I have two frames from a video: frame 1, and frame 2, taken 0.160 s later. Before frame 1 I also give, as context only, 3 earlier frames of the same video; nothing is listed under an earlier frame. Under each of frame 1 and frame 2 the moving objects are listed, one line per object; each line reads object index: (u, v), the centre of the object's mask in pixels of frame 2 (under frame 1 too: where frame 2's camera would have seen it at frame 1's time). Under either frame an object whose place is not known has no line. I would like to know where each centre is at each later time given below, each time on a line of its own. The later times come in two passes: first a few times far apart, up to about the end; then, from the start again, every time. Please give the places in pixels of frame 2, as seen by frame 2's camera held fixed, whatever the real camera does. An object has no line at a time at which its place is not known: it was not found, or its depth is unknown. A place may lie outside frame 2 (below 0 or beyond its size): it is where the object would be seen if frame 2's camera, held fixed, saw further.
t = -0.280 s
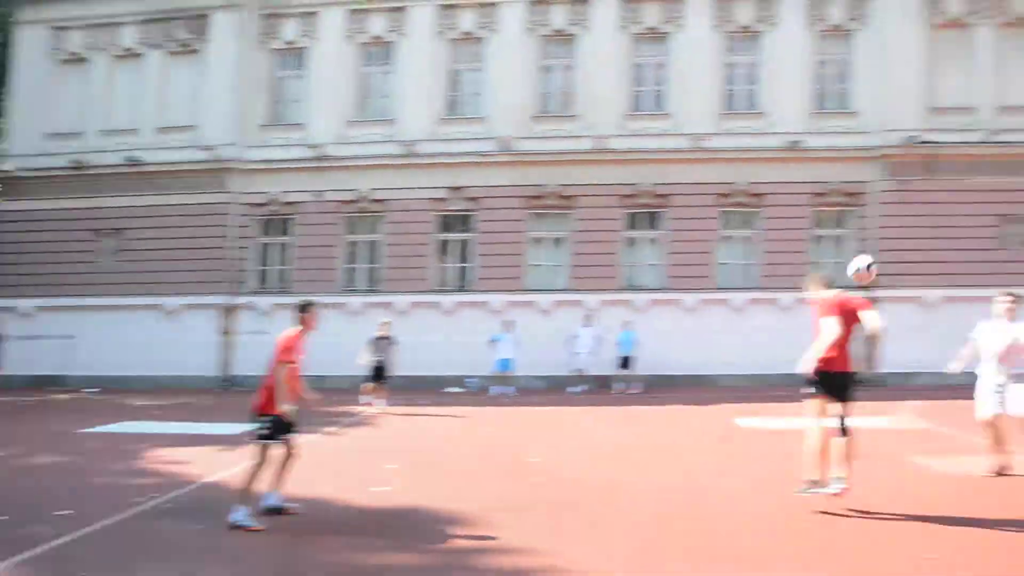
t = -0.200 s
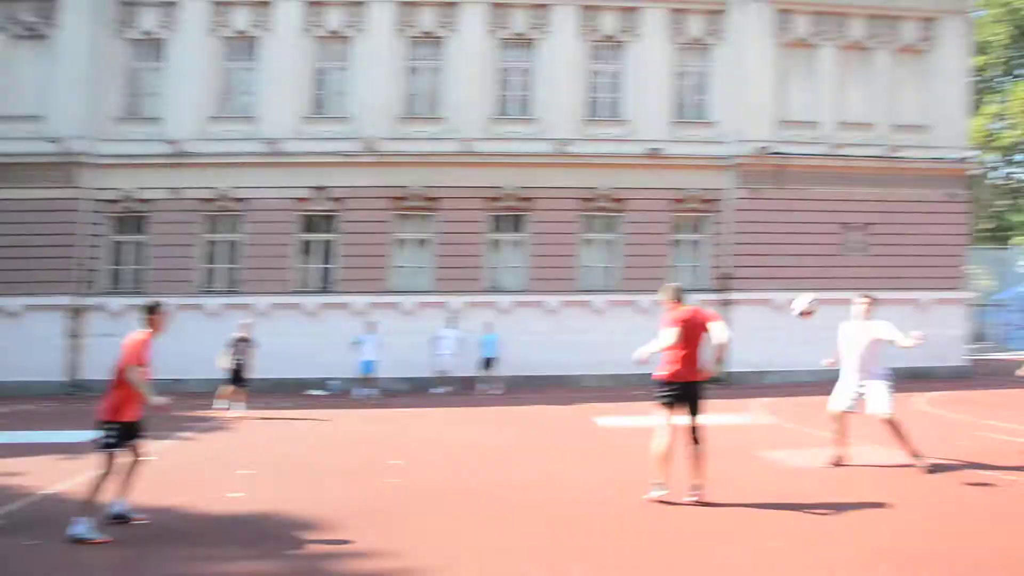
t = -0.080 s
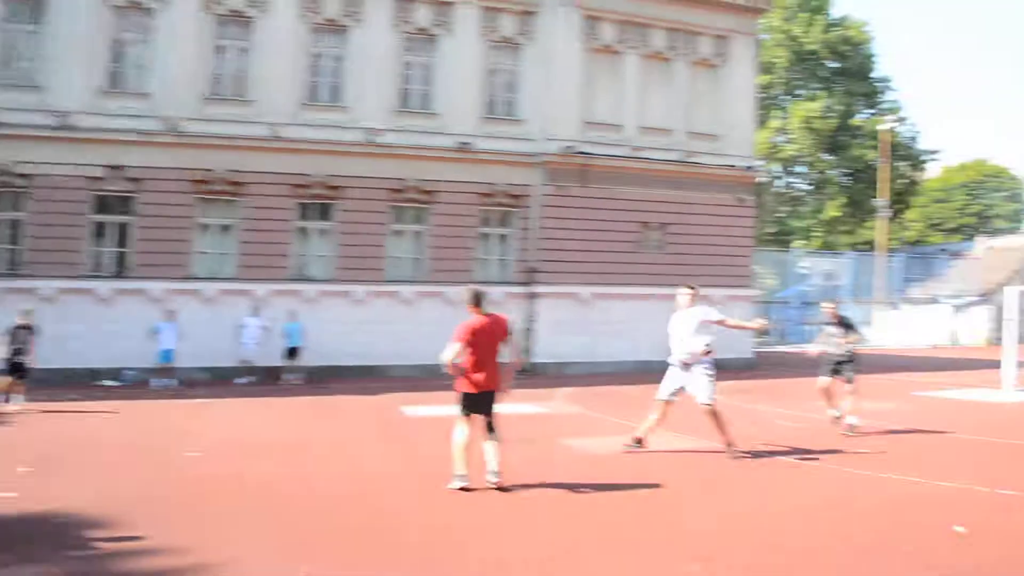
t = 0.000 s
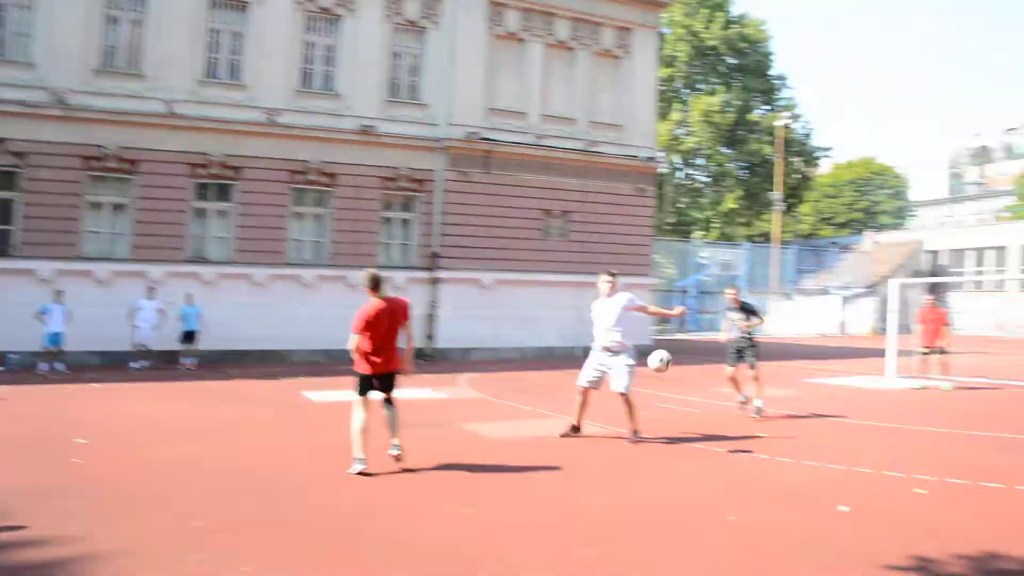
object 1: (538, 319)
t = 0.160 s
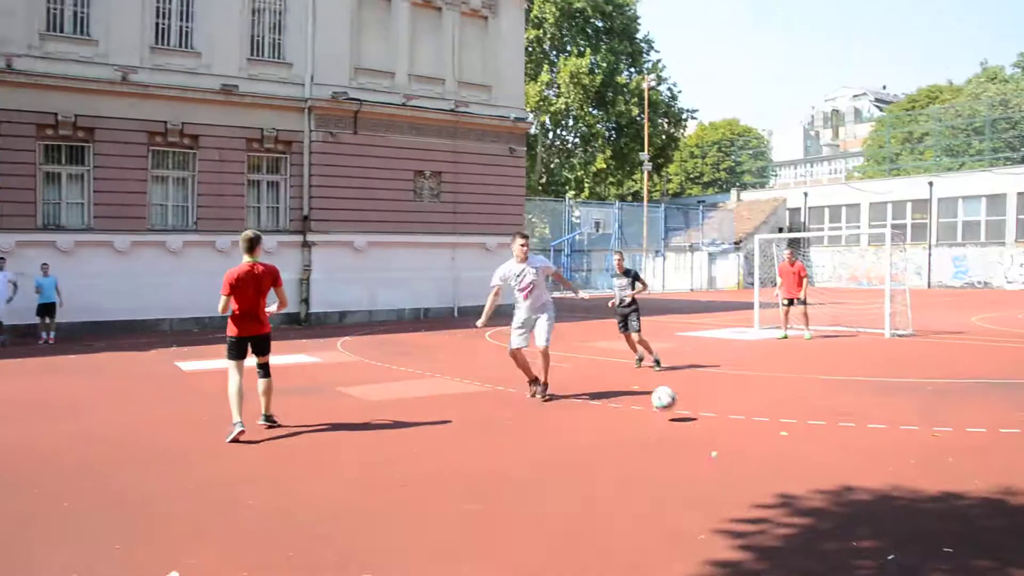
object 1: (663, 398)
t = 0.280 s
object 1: (730, 375)
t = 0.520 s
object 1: (858, 318)
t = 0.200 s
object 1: (691, 407)
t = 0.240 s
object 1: (709, 389)
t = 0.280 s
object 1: (730, 375)
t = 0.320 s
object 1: (750, 362)
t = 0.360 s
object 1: (771, 351)
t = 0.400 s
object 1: (793, 339)
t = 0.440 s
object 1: (813, 332)
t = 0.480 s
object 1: (835, 324)
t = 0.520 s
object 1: (858, 318)
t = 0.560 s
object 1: (883, 315)
